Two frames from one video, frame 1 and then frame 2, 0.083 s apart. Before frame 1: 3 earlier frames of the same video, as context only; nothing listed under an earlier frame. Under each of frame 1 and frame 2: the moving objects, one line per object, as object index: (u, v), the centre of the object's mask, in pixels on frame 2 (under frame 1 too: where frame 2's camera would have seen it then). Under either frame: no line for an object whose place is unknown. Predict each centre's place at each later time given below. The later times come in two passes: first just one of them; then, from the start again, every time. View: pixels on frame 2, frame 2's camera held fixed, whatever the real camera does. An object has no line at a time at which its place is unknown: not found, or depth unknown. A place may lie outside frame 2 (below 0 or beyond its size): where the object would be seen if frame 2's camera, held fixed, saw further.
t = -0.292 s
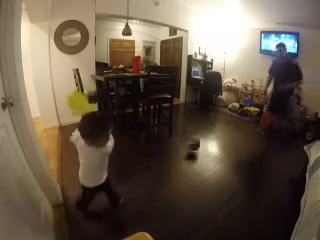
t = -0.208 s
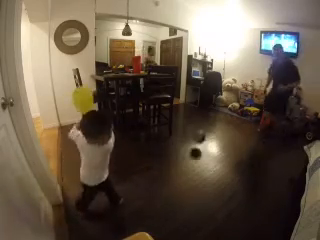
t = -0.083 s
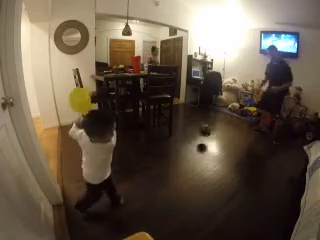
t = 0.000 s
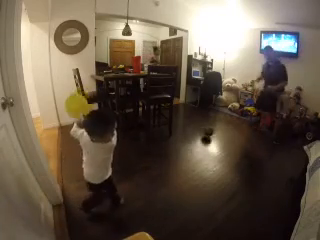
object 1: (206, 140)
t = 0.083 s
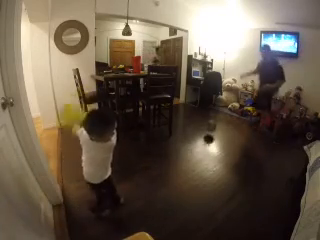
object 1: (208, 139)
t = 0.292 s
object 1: (215, 130)
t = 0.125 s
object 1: (210, 138)
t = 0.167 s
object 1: (211, 137)
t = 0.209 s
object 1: (212, 134)
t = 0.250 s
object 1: (214, 131)
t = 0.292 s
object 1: (215, 130)
